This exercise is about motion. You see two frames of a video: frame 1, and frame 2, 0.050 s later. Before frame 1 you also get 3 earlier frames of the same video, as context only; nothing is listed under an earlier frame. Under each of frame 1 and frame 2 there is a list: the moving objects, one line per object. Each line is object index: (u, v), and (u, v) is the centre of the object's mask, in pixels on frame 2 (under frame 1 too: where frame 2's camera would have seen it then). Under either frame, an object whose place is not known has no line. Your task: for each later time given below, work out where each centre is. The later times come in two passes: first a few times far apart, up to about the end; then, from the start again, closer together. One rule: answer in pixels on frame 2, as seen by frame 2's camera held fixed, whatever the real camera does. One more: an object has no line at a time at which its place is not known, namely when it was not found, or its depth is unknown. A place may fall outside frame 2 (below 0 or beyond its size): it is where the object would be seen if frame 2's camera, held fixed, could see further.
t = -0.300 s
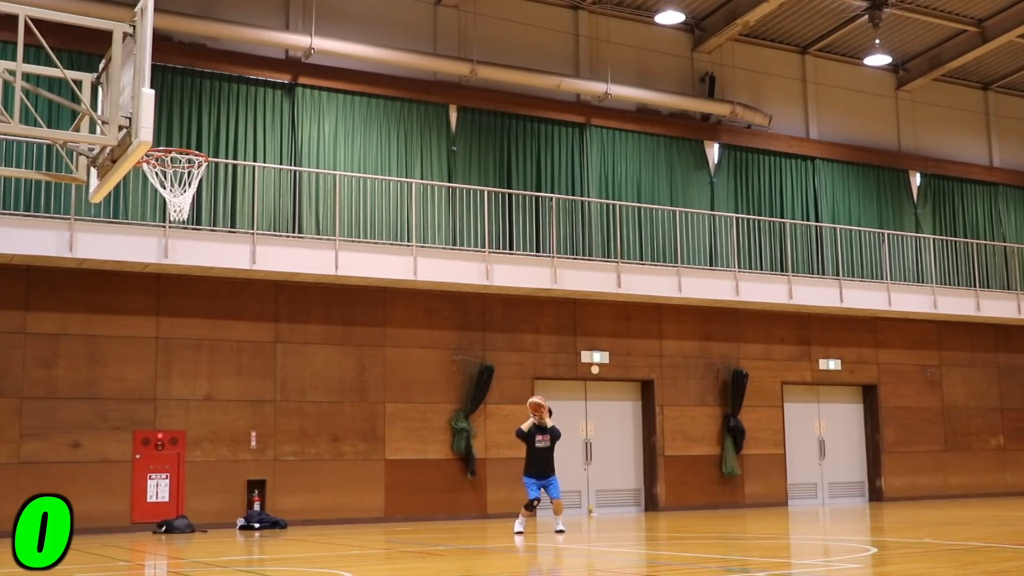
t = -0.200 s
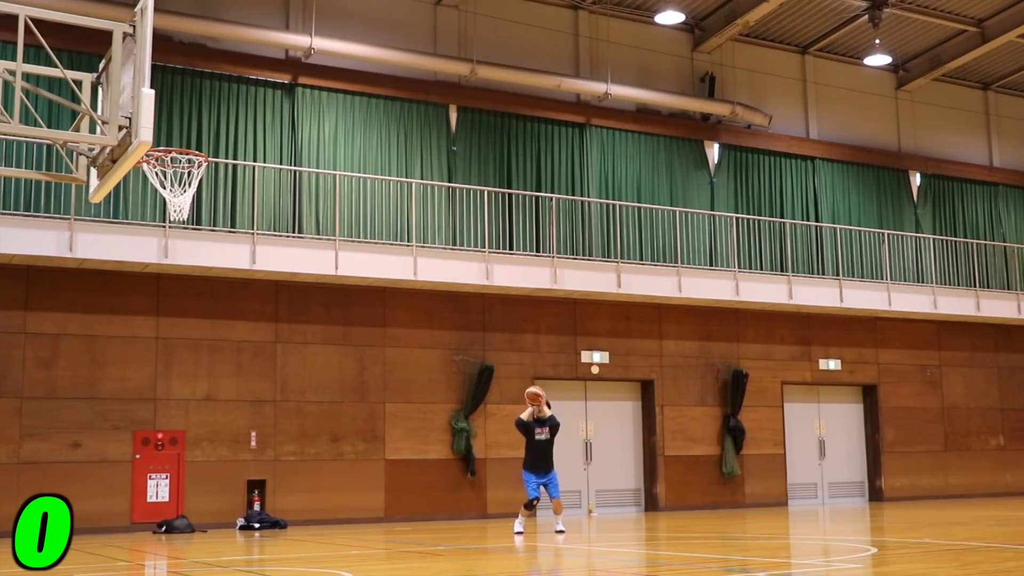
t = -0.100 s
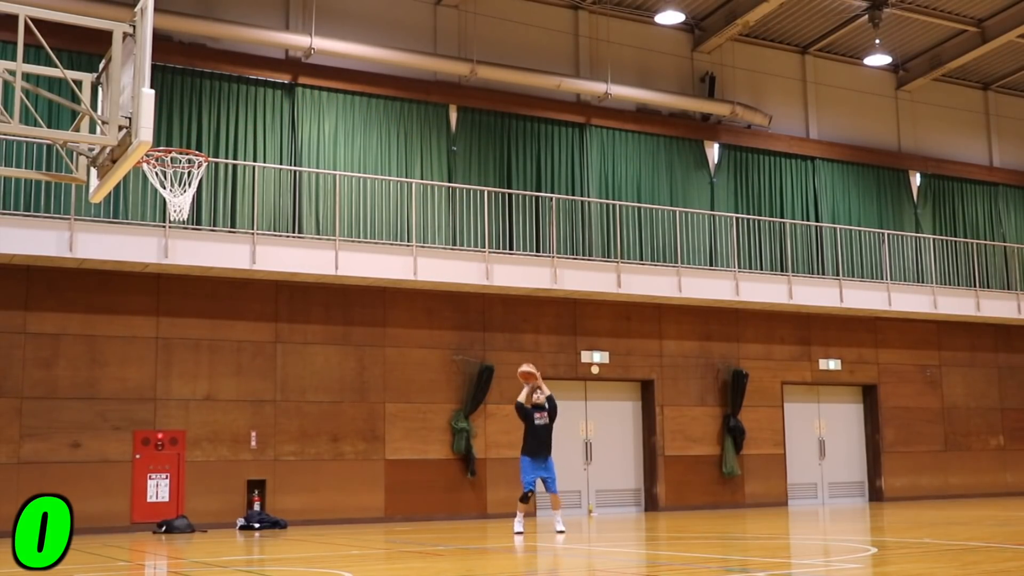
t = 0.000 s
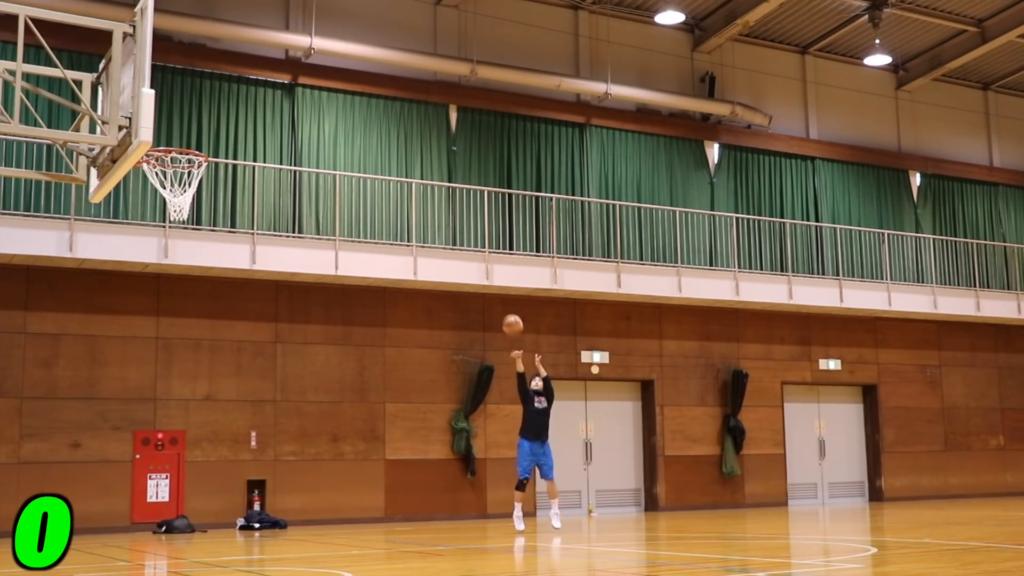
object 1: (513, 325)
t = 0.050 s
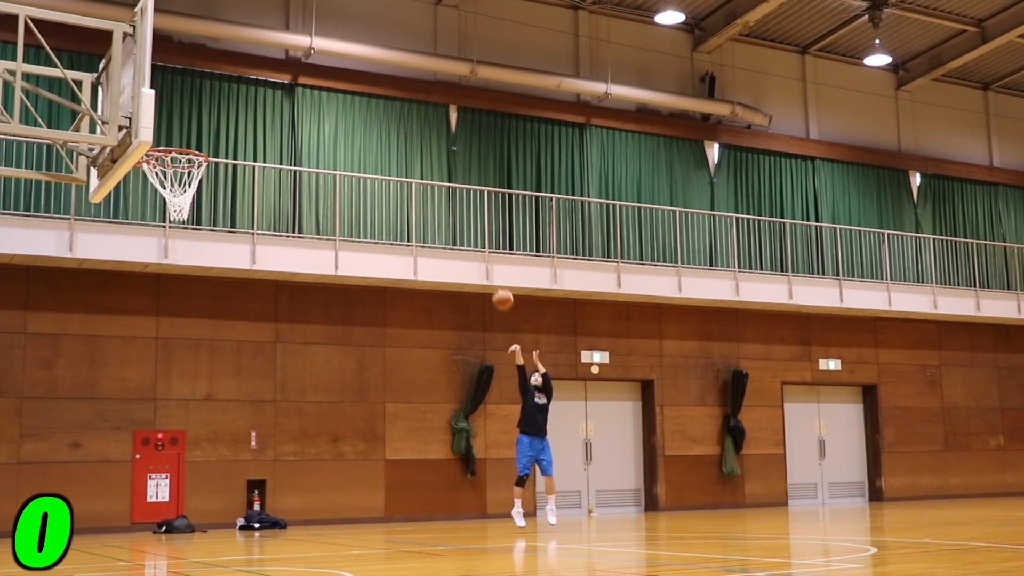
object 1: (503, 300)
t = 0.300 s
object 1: (450, 187)
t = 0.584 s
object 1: (379, 106)
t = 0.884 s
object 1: (284, 94)
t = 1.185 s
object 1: (173, 129)
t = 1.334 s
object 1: (165, 107)
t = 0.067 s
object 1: (500, 293)
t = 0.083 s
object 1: (496, 283)
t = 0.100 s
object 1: (492, 275)
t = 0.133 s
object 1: (486, 258)
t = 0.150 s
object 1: (482, 250)
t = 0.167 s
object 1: (479, 242)
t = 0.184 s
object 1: (476, 235)
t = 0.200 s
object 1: (472, 227)
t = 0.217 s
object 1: (468, 220)
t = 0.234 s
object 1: (465, 213)
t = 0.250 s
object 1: (461, 206)
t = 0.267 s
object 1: (457, 200)
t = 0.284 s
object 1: (454, 193)
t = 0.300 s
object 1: (450, 187)
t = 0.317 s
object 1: (446, 180)
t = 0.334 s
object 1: (442, 174)
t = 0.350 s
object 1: (438, 168)
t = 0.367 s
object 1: (434, 163)
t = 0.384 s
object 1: (430, 157)
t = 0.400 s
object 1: (427, 152)
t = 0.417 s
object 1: (422, 147)
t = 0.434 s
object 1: (418, 142)
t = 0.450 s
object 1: (414, 137)
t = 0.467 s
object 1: (410, 132)
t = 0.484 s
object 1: (405, 128)
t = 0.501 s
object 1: (401, 124)
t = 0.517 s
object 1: (397, 120)
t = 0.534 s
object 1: (392, 116)
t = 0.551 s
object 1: (388, 112)
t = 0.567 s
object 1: (383, 109)
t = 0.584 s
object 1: (379, 106)
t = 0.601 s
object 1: (374, 103)
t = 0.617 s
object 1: (369, 101)
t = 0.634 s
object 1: (364, 98)
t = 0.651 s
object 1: (360, 96)
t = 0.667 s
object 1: (355, 94)
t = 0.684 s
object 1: (350, 92)
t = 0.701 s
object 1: (345, 91)
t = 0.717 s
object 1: (340, 90)
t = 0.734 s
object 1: (334, 89)
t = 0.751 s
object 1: (330, 88)
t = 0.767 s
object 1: (324, 88)
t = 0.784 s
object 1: (319, 88)
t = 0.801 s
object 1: (313, 88)
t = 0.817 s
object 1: (307, 88)
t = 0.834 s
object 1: (301, 89)
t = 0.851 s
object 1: (296, 90)
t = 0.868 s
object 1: (290, 92)
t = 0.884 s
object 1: (284, 94)
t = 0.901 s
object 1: (279, 95)
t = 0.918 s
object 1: (272, 98)
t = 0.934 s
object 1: (266, 101)
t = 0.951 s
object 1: (260, 104)
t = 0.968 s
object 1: (253, 107)
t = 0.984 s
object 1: (246, 111)
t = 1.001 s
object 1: (240, 116)
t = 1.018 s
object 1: (233, 121)
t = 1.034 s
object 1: (226, 126)
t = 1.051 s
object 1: (219, 131)
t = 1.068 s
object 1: (212, 137)
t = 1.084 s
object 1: (205, 142)
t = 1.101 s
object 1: (199, 145)
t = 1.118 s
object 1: (194, 142)
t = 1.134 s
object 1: (188, 139)
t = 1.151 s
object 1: (184, 136)
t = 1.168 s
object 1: (179, 133)
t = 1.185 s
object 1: (173, 129)
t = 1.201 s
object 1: (170, 126)
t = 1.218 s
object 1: (167, 123)
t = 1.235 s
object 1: (164, 120)
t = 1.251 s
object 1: (162, 117)
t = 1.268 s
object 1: (160, 115)
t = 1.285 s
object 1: (157, 113)
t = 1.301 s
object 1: (161, 110)
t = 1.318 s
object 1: (163, 108)
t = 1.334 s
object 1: (165, 107)
